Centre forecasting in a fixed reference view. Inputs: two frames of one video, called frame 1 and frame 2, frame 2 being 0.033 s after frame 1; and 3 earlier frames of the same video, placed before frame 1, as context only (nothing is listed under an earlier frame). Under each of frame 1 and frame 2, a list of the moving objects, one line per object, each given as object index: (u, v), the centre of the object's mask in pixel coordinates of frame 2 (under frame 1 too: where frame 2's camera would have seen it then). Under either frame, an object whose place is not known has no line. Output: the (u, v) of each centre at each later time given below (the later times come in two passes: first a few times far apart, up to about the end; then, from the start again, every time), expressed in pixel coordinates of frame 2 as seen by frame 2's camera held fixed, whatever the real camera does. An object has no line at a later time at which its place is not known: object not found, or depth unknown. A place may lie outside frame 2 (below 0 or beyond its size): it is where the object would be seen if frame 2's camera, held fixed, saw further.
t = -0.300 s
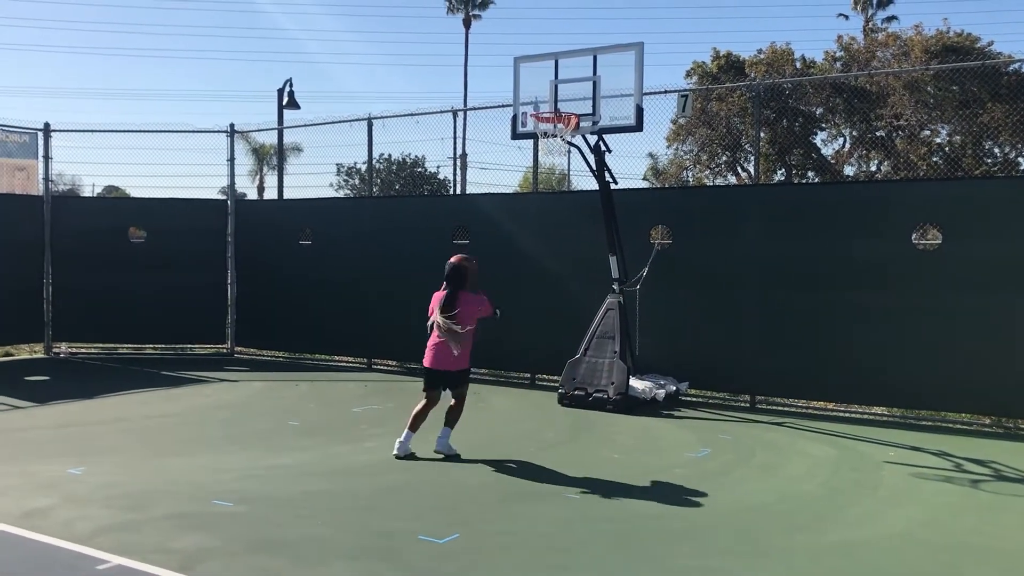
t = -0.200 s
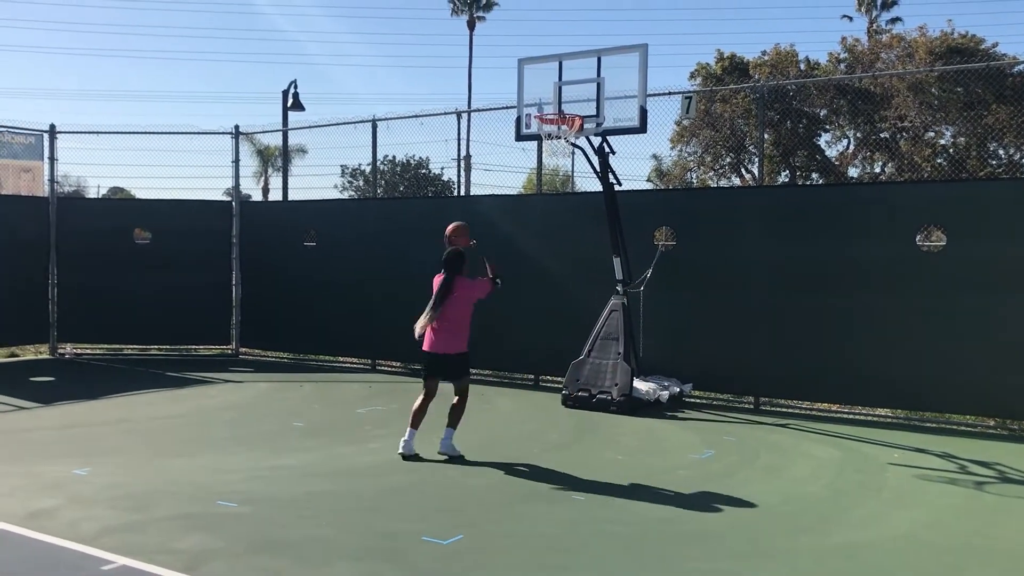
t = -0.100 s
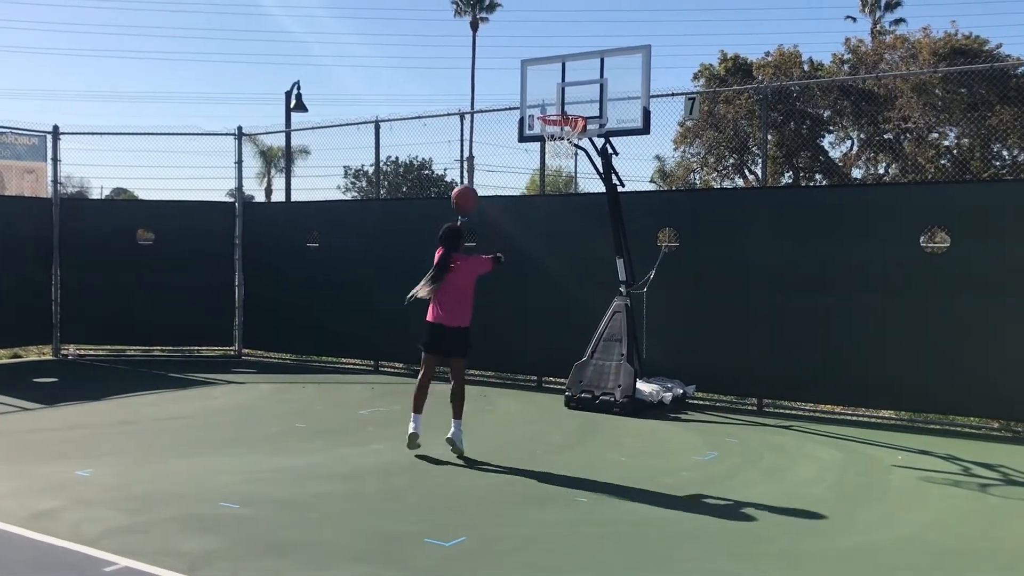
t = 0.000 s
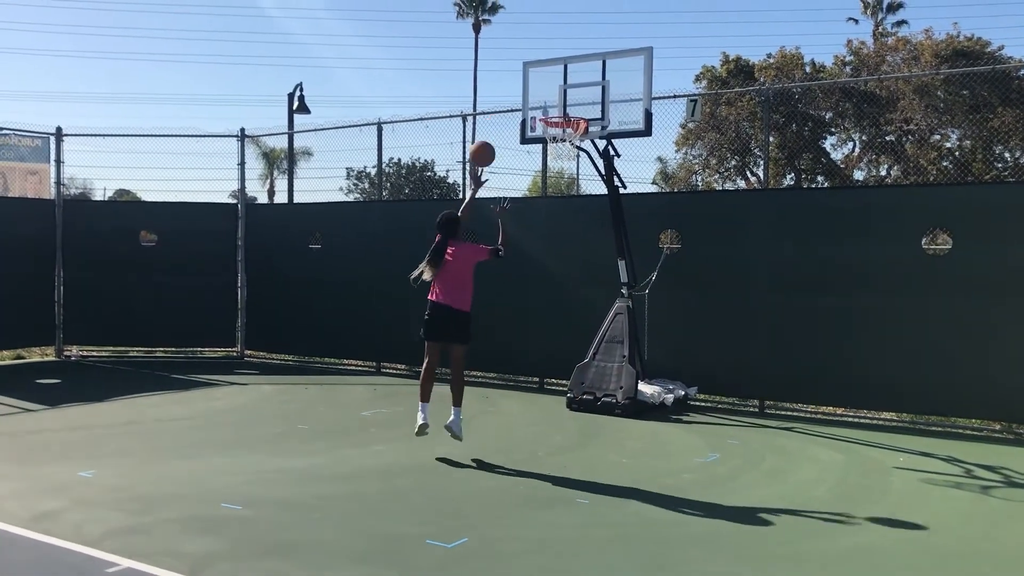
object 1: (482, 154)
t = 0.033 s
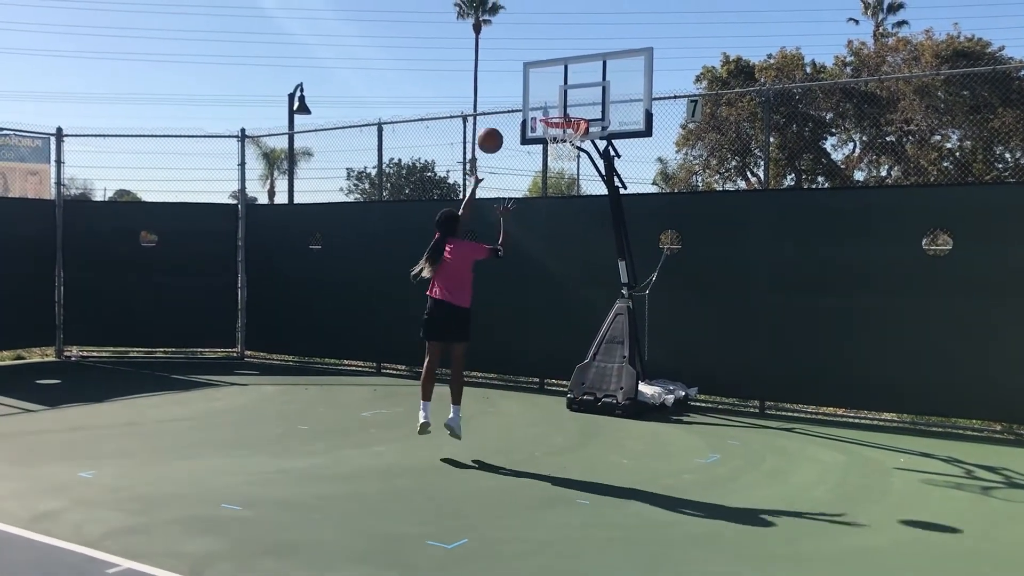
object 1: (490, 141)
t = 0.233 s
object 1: (532, 86)
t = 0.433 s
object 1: (569, 77)
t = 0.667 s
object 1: (574, 109)
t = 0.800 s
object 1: (551, 129)
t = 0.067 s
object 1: (498, 128)
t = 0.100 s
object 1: (505, 117)
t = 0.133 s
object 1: (511, 107)
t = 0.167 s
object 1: (518, 99)
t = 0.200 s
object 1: (525, 92)
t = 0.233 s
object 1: (532, 86)
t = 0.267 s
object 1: (538, 81)
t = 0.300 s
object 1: (545, 78)
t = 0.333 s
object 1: (551, 76)
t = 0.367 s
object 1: (557, 75)
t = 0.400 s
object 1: (563, 76)
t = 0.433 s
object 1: (569, 77)
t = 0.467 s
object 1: (574, 79)
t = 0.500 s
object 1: (580, 83)
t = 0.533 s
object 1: (586, 87)
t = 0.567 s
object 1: (587, 92)
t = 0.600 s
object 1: (583, 96)
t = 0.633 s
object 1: (579, 102)
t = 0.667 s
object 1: (574, 109)
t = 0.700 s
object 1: (571, 113)
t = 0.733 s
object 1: (563, 119)
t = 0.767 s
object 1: (557, 123)
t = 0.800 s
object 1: (551, 129)
